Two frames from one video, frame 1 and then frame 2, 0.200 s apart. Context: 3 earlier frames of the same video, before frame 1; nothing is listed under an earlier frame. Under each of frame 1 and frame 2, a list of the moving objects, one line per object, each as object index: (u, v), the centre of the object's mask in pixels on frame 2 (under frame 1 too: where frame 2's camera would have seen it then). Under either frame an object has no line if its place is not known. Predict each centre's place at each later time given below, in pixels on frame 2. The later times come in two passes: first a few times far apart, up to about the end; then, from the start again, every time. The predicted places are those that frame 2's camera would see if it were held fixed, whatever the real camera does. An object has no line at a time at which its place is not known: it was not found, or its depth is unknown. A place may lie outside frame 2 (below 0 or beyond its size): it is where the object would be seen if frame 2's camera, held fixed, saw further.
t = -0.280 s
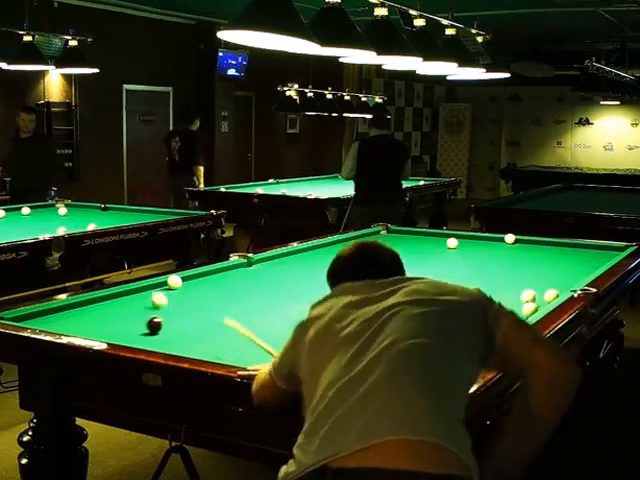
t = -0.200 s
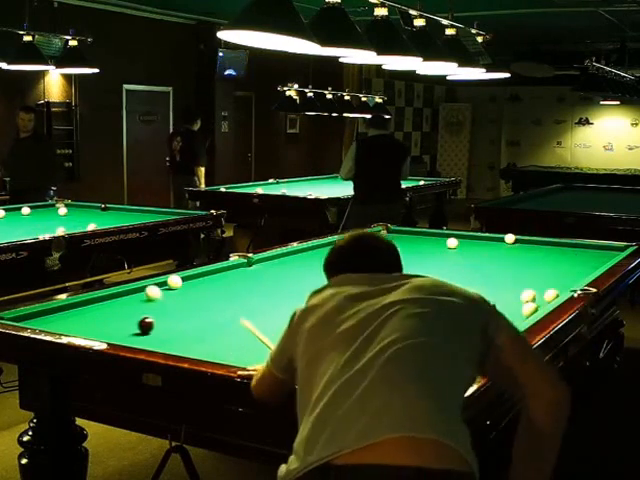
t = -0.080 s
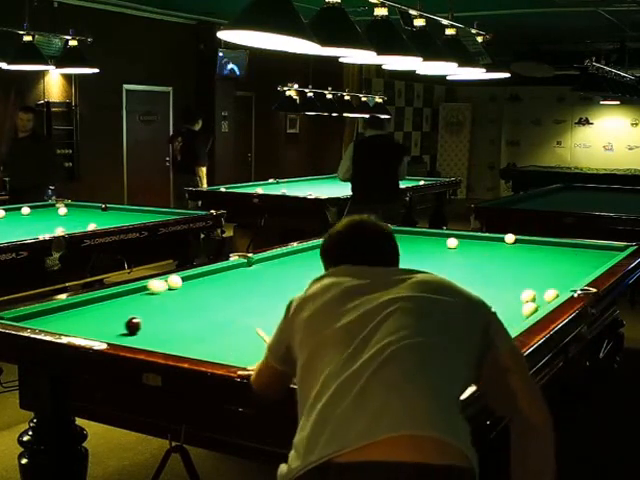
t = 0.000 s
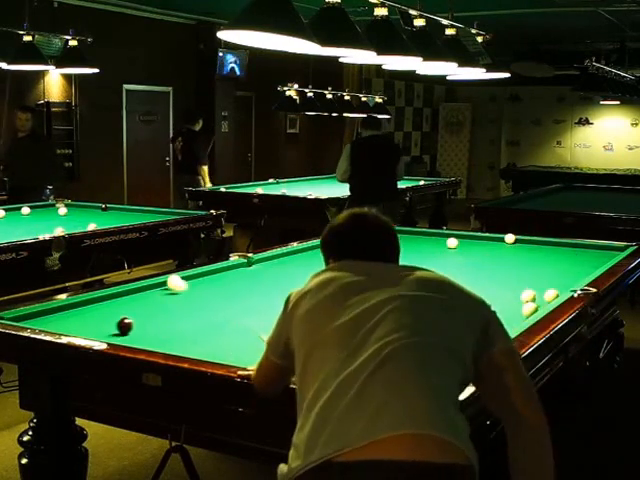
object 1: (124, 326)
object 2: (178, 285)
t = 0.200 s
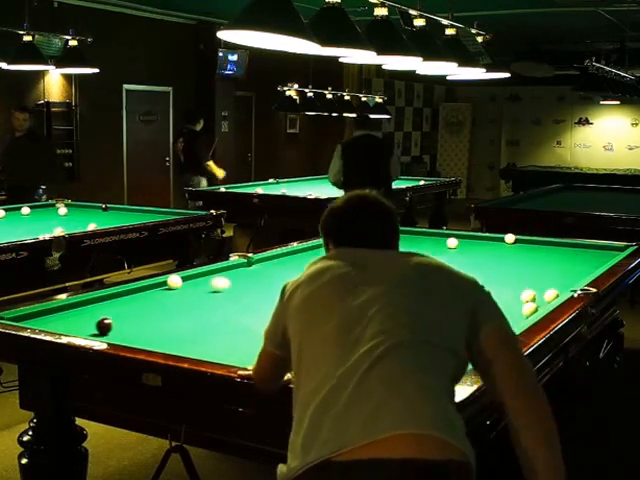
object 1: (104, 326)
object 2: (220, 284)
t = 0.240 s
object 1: (100, 326)
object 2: (228, 284)
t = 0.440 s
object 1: (80, 326)
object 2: (266, 282)
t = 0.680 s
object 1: (58, 325)
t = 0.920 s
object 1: (43, 323)
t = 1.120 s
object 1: (41, 322)
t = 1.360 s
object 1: (38, 320)
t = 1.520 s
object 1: (37, 319)
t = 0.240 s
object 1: (100, 326)
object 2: (228, 284)
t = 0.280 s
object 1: (96, 326)
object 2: (236, 283)
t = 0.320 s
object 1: (92, 326)
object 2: (244, 283)
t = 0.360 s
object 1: (88, 326)
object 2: (251, 282)
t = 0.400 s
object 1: (84, 326)
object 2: (260, 282)
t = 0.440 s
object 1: (80, 326)
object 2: (266, 282)
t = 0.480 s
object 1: (77, 326)
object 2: (270, 281)
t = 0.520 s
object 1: (73, 325)
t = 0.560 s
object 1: (69, 325)
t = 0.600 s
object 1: (65, 325)
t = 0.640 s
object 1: (62, 325)
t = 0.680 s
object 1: (58, 325)
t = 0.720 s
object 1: (54, 324)
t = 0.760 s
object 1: (51, 324)
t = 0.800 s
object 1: (47, 324)
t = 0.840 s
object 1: (44, 323)
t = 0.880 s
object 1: (43, 323)
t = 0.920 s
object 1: (43, 323)
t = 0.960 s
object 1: (43, 323)
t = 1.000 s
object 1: (42, 322)
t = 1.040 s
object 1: (42, 322)
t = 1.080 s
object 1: (42, 322)
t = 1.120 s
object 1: (41, 322)
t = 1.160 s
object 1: (40, 322)
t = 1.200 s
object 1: (40, 321)
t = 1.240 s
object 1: (40, 321)
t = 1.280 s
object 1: (39, 321)
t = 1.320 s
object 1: (38, 320)
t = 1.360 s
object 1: (38, 320)
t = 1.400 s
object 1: (38, 320)
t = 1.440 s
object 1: (38, 320)
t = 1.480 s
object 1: (37, 320)
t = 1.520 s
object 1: (37, 319)
